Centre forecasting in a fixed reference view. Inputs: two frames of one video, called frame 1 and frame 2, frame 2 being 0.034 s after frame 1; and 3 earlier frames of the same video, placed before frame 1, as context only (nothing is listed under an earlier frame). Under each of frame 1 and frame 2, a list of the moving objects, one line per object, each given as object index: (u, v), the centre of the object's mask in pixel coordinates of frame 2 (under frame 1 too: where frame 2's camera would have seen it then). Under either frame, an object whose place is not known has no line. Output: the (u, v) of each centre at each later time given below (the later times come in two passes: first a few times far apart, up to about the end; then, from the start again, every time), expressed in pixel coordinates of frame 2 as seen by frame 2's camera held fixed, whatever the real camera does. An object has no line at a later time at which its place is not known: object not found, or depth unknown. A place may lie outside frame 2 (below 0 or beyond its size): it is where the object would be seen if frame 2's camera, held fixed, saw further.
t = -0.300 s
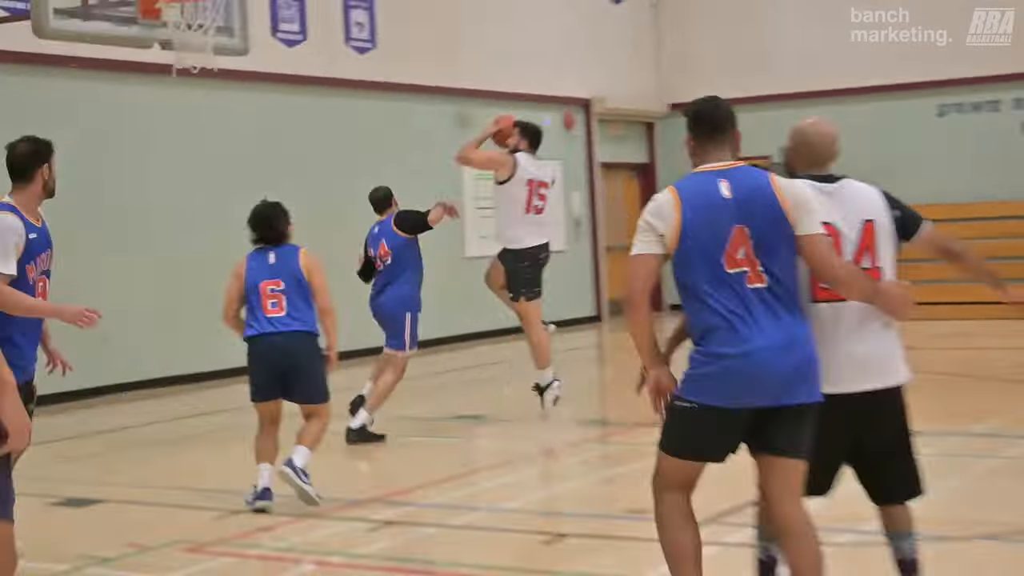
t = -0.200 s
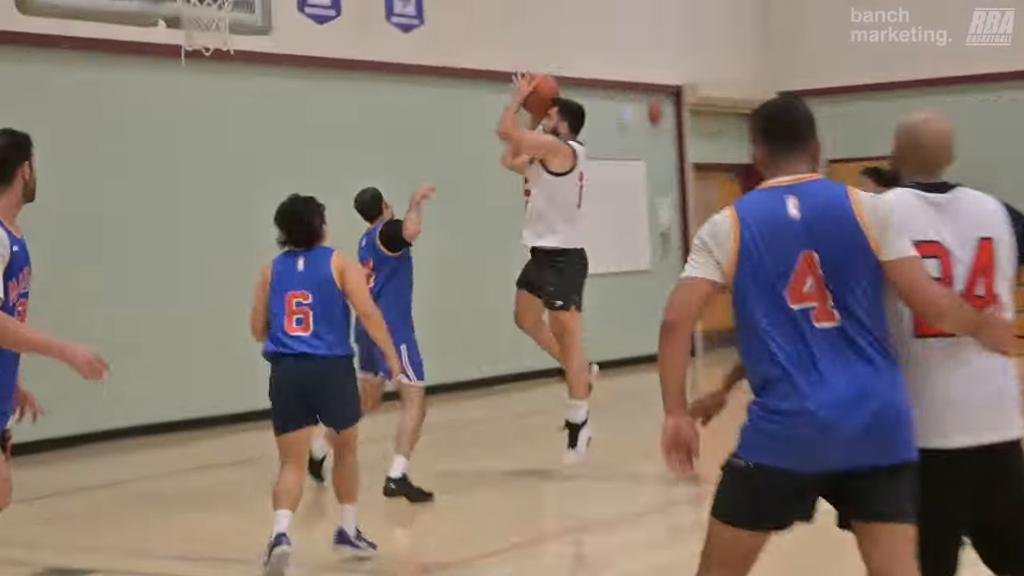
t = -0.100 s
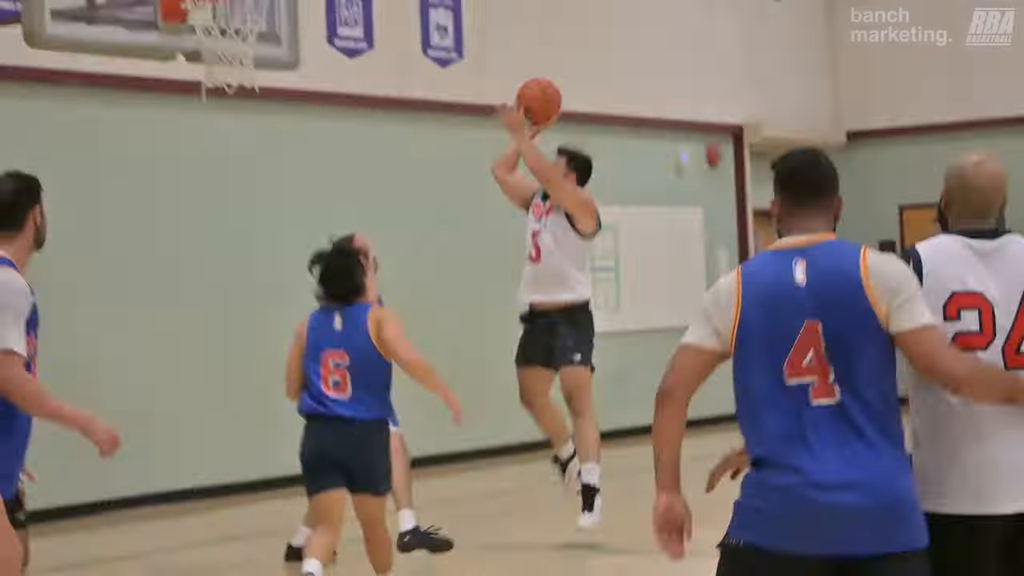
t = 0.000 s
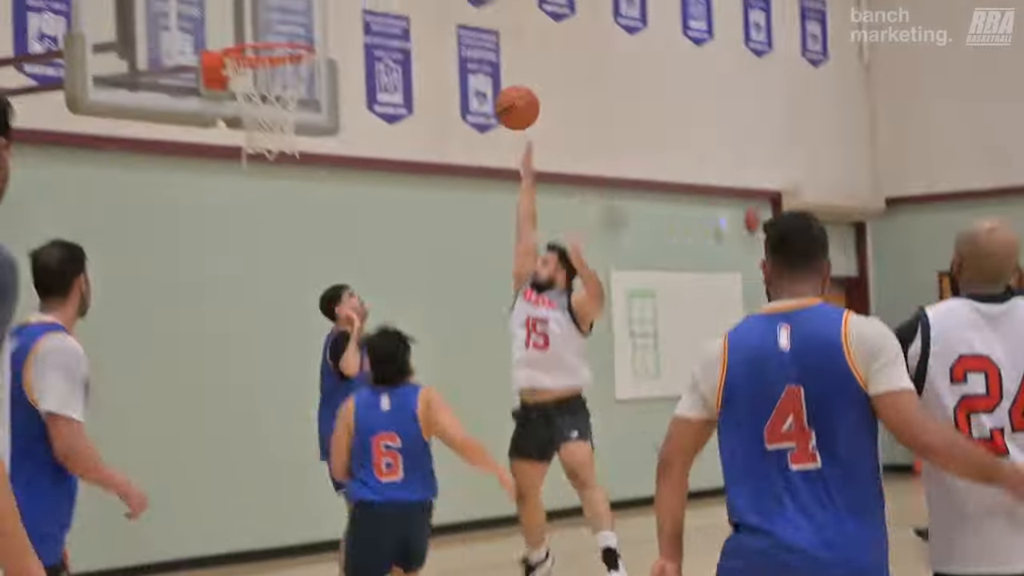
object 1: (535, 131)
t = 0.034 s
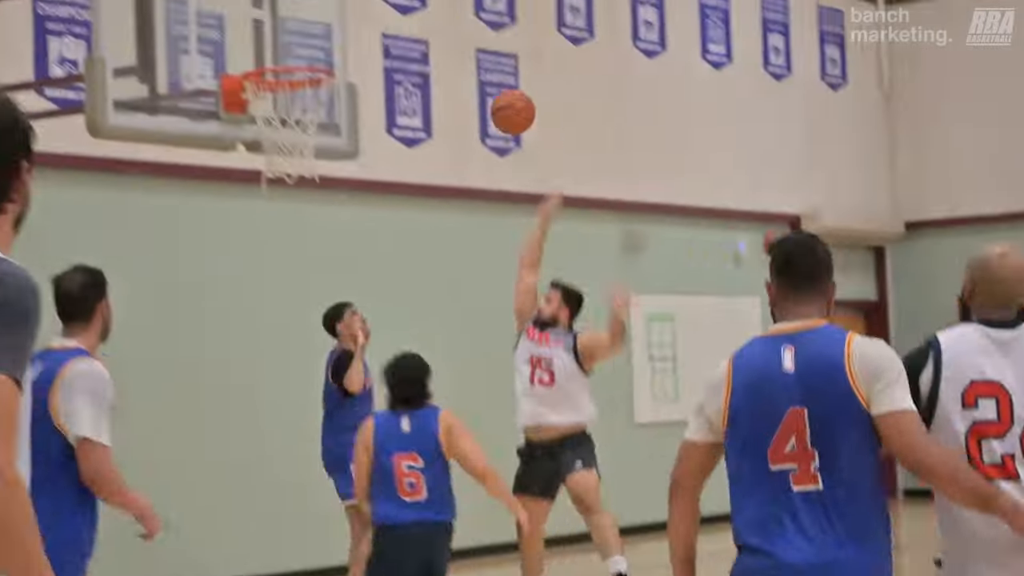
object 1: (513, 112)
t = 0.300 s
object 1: (332, 32)
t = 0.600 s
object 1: (304, 71)
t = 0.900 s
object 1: (290, 170)
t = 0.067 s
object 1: (491, 95)
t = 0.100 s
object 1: (468, 80)
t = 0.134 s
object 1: (445, 67)
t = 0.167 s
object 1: (422, 56)
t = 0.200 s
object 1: (399, 47)
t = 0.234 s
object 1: (377, 40)
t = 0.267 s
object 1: (355, 35)
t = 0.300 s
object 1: (332, 32)
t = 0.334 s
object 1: (310, 31)
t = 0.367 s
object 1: (287, 32)
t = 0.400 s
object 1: (275, 34)
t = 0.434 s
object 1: (279, 36)
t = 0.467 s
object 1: (286, 39)
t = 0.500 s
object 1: (292, 45)
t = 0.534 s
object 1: (298, 50)
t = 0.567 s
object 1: (304, 56)
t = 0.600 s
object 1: (304, 71)
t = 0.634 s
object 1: (295, 77)
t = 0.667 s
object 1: (283, 86)
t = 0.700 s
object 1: (275, 94)
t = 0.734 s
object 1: (276, 101)
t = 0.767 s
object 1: (276, 112)
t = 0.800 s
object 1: (280, 125)
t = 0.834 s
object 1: (283, 138)
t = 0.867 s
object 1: (286, 154)
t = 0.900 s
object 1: (290, 170)
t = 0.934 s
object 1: (293, 189)
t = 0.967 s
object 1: (296, 208)
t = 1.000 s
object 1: (300, 230)
